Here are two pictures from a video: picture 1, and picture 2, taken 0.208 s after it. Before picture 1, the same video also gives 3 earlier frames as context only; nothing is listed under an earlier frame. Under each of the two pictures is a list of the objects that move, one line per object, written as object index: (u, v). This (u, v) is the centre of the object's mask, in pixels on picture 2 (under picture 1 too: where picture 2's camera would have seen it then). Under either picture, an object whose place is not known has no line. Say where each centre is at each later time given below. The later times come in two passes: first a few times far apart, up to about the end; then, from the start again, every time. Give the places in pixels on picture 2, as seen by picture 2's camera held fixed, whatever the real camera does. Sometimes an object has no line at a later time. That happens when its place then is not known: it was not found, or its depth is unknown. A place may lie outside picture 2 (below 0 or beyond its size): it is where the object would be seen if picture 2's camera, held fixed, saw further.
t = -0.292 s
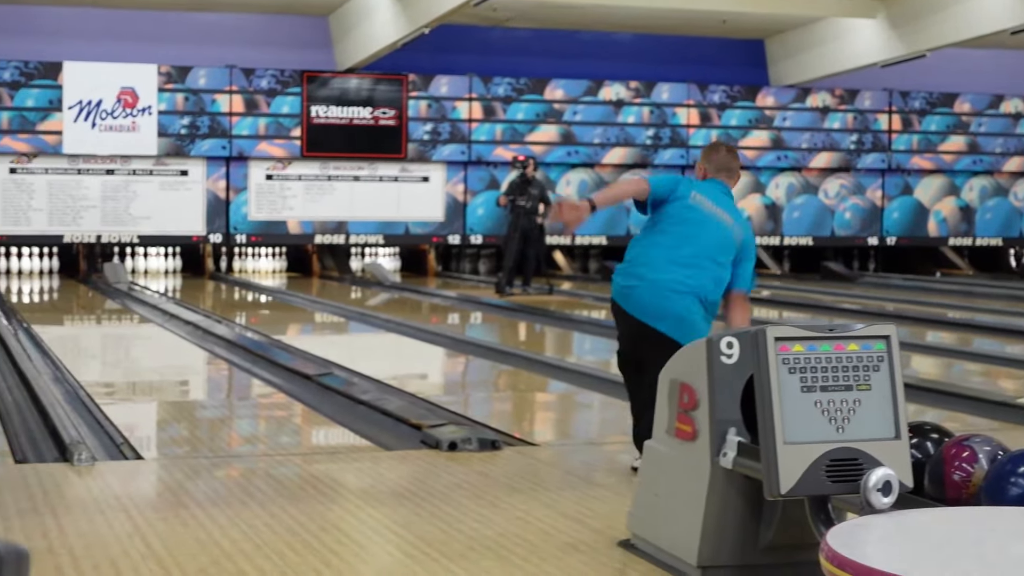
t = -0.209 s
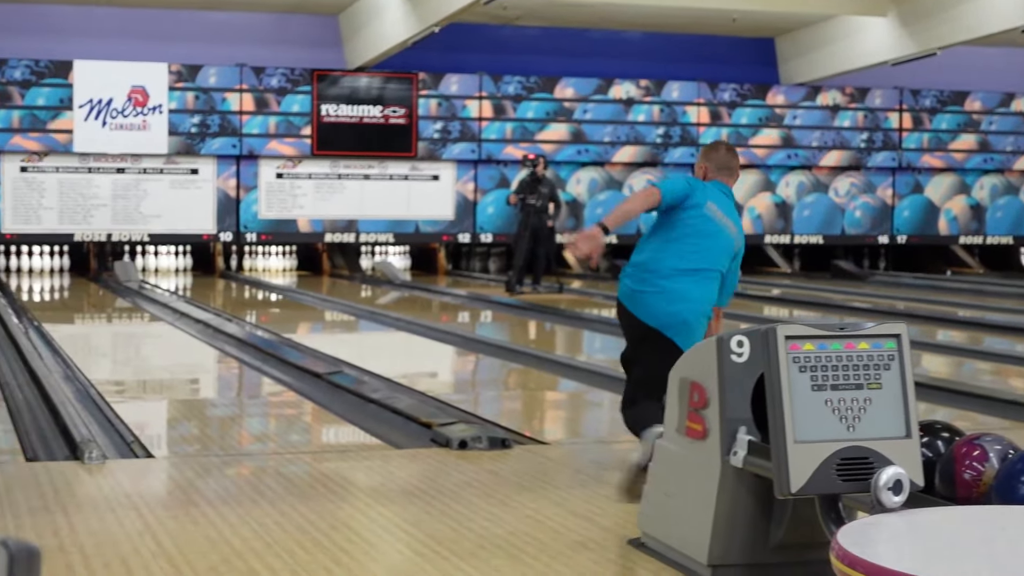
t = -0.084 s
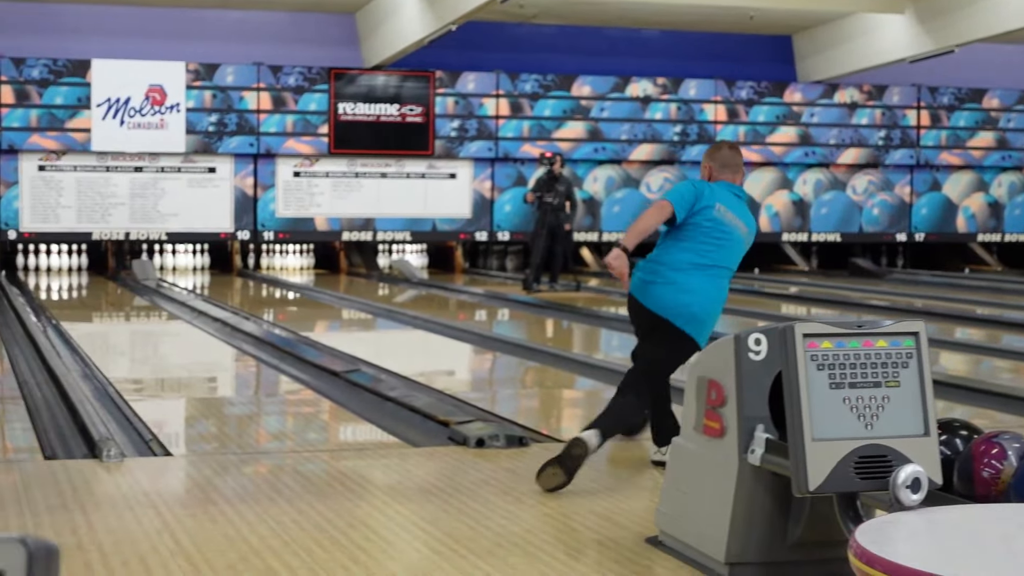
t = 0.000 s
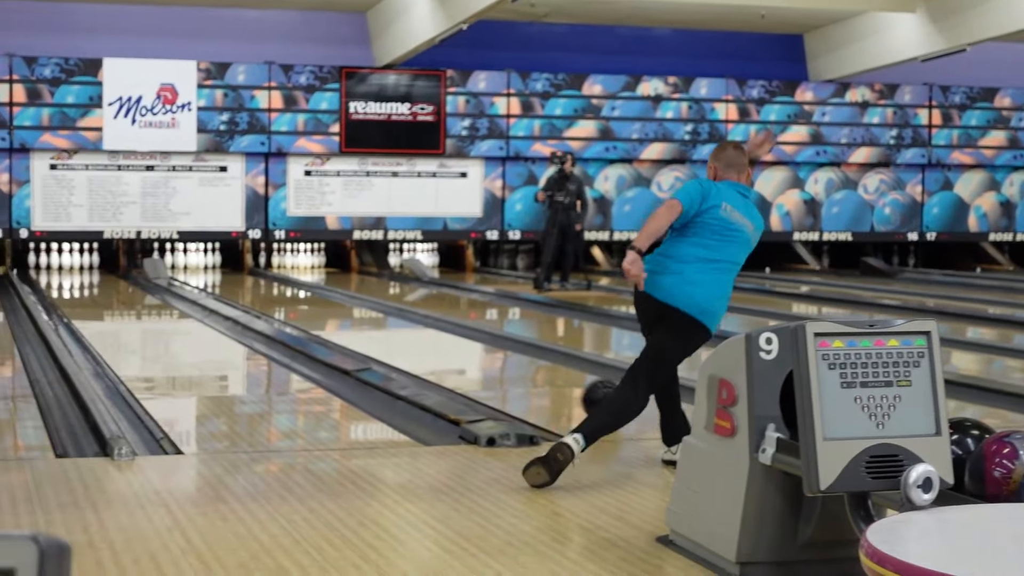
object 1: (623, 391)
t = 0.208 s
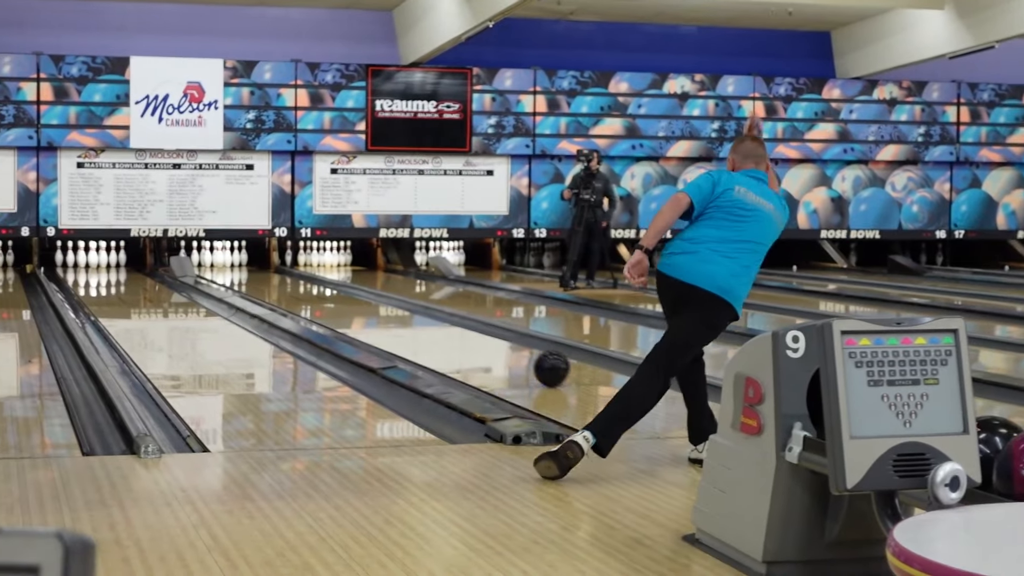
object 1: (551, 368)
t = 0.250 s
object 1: (538, 364)
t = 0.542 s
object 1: (464, 336)
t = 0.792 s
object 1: (417, 319)
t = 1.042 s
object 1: (380, 306)
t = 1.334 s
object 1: (345, 294)
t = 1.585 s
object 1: (319, 286)
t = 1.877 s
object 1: (292, 277)
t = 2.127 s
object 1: (270, 272)
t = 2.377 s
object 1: (249, 268)
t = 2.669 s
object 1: (224, 264)
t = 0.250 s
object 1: (538, 364)
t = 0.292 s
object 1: (526, 359)
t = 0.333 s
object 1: (515, 354)
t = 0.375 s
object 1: (504, 351)
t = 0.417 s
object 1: (493, 347)
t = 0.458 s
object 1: (483, 343)
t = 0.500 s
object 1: (473, 339)
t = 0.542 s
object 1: (464, 336)
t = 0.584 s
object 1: (456, 333)
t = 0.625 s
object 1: (447, 330)
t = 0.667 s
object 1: (440, 327)
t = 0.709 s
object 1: (432, 325)
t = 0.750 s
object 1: (424, 322)
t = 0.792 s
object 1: (417, 319)
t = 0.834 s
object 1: (411, 317)
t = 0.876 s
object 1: (404, 315)
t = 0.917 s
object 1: (398, 313)
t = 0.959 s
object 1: (392, 310)
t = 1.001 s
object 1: (386, 308)
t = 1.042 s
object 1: (380, 306)
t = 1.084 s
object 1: (375, 305)
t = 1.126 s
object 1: (369, 303)
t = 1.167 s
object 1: (364, 301)
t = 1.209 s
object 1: (359, 299)
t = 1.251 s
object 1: (354, 297)
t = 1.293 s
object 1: (349, 296)
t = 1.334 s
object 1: (345, 294)
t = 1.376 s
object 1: (340, 293)
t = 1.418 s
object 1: (336, 291)
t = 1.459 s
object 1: (331, 290)
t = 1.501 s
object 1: (327, 289)
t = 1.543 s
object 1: (323, 287)
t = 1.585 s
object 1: (319, 286)
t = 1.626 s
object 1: (315, 284)
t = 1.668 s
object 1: (311, 283)
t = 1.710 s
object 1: (307, 282)
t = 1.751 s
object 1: (304, 281)
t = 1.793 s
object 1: (300, 280)
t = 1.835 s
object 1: (296, 279)
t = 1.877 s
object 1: (292, 277)
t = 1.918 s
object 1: (289, 277)
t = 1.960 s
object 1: (284, 275)
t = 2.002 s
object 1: (282, 275)
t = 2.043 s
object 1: (278, 274)
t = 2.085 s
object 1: (274, 273)
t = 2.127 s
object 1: (270, 272)
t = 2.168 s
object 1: (267, 272)
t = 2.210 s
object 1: (262, 270)
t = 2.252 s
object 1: (261, 269)
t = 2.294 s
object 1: (255, 269)
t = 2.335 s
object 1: (253, 268)
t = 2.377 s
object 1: (249, 268)
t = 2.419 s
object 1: (246, 267)
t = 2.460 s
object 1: (242, 266)
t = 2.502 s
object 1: (238, 266)
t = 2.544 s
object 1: (234, 265)
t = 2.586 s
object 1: (230, 264)
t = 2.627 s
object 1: (227, 264)
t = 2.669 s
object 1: (224, 264)
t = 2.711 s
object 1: (223, 263)
